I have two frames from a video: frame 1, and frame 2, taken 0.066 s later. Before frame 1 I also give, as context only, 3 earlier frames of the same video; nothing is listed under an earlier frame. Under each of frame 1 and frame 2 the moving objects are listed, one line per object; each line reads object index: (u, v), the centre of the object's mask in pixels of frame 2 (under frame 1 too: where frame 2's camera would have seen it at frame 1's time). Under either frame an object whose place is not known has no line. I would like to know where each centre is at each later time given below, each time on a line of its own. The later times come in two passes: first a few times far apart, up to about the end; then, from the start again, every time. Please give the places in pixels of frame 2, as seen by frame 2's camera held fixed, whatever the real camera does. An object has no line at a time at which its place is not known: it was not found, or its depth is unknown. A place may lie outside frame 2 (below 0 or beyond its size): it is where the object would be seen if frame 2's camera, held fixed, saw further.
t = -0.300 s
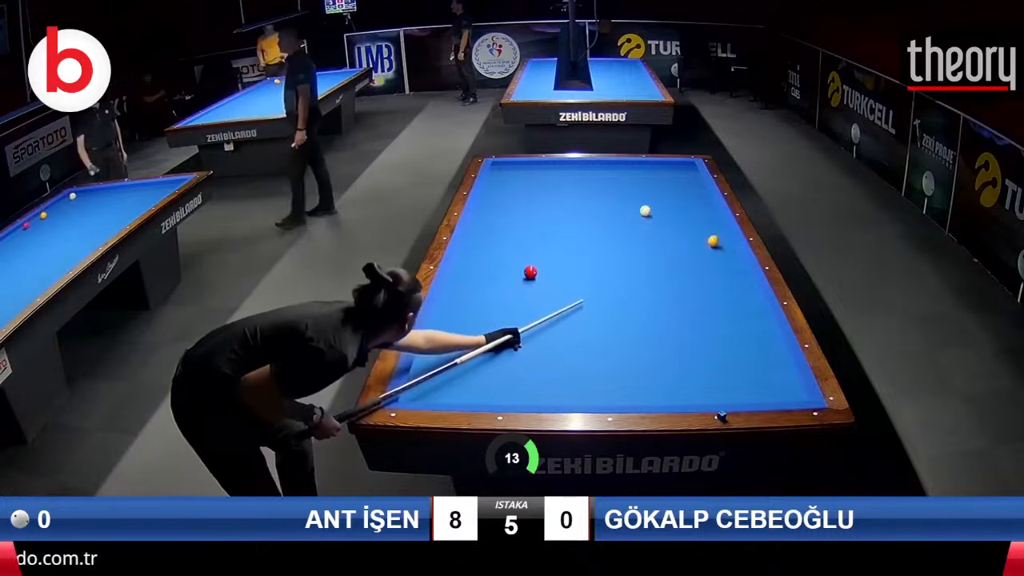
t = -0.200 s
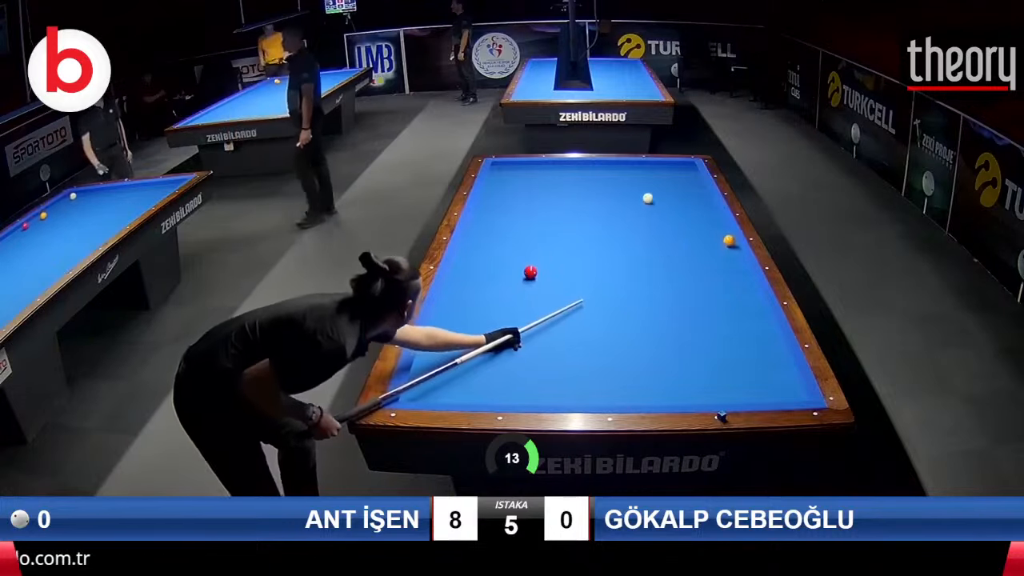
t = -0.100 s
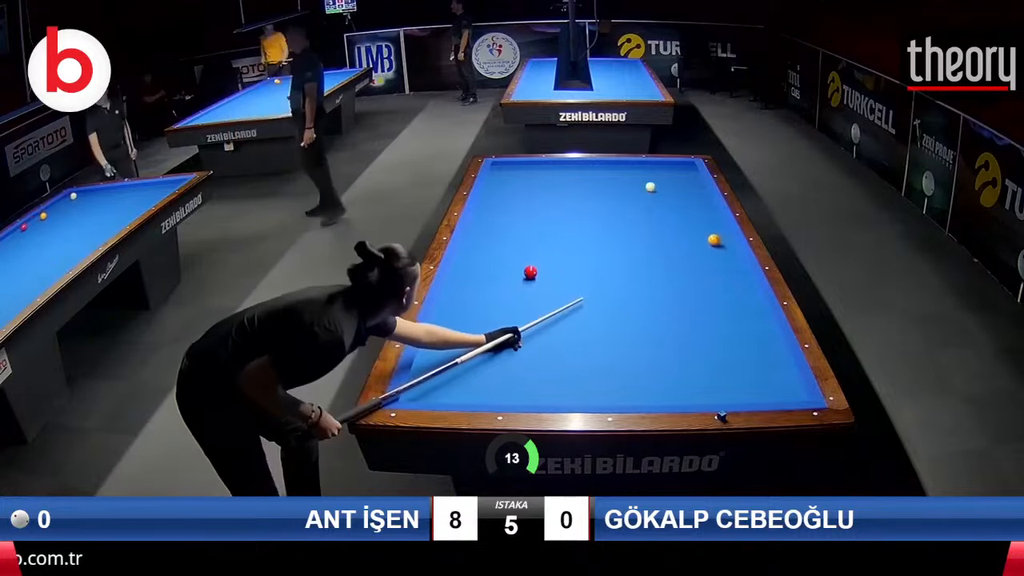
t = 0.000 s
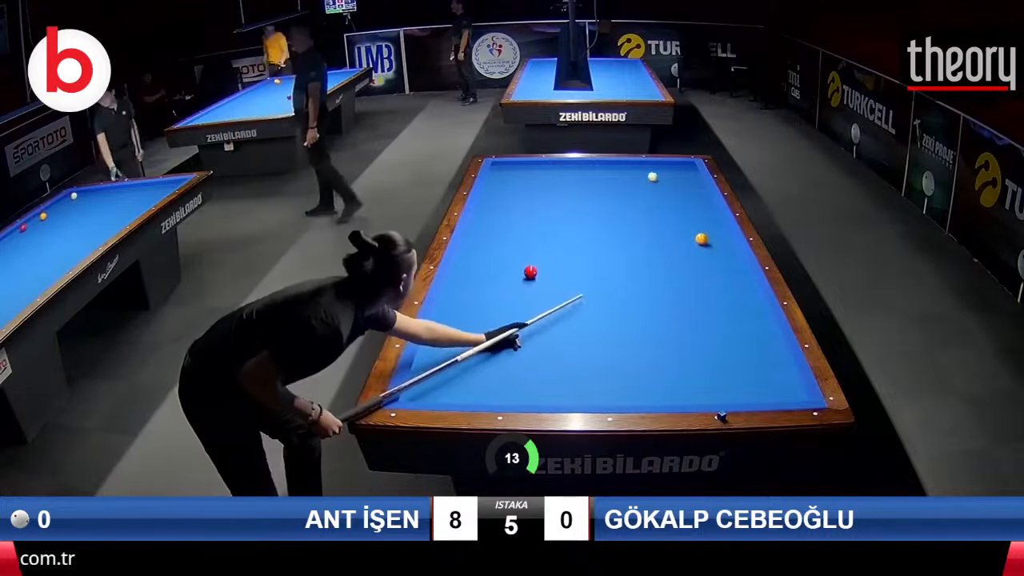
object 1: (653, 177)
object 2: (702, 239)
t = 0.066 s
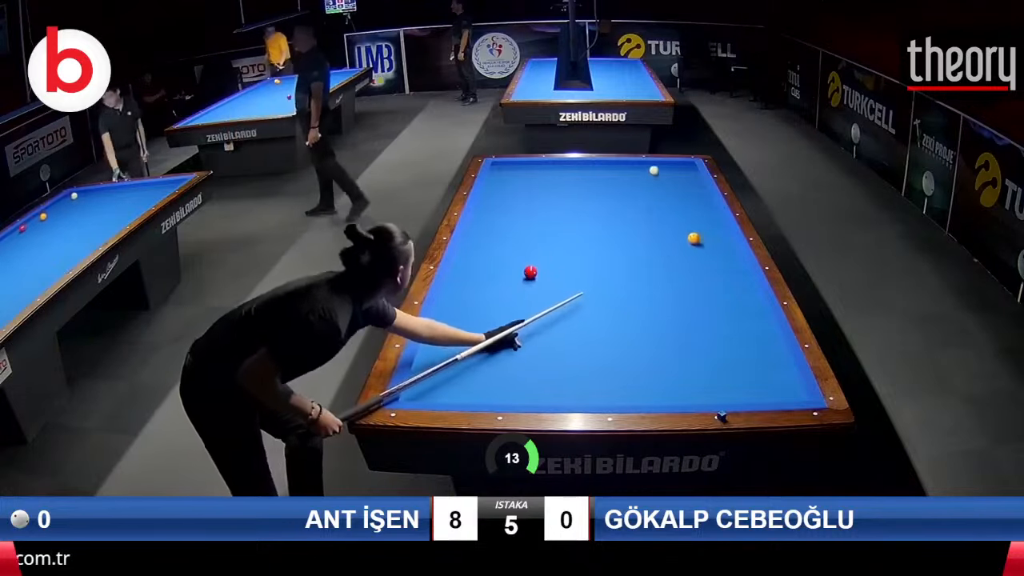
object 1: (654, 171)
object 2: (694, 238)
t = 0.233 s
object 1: (666, 167)
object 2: (675, 237)
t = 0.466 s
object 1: (700, 185)
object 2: (649, 236)
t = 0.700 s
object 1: (692, 197)
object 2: (623, 234)
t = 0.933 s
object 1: (682, 209)
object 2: (598, 232)
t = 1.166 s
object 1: (670, 224)
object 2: (573, 231)
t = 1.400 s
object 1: (657, 239)
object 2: (549, 230)
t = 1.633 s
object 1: (642, 256)
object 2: (526, 228)
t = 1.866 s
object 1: (626, 275)
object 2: (504, 227)
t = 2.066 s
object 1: (611, 293)
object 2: (486, 226)
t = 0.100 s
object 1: (654, 168)
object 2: (690, 238)
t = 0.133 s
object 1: (655, 165)
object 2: (686, 238)
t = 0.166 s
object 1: (656, 163)
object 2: (683, 238)
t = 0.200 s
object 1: (661, 165)
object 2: (679, 238)
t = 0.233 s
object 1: (666, 167)
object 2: (675, 237)
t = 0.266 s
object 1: (670, 170)
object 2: (672, 237)
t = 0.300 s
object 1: (675, 173)
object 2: (668, 237)
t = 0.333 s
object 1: (680, 175)
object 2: (664, 237)
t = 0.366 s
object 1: (685, 177)
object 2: (660, 236)
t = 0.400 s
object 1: (690, 180)
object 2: (656, 236)
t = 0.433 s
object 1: (695, 182)
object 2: (653, 236)
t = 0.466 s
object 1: (700, 185)
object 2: (649, 236)
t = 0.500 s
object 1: (702, 186)
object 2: (646, 235)
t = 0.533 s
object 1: (700, 188)
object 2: (642, 235)
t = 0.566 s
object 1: (698, 190)
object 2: (638, 235)
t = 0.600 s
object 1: (697, 192)
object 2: (634, 235)
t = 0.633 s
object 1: (695, 193)
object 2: (630, 234)
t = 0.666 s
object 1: (693, 195)
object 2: (627, 234)
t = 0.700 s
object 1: (692, 197)
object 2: (623, 234)
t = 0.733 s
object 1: (690, 199)
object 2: (620, 234)
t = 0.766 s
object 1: (689, 200)
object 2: (616, 233)
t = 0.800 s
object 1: (688, 202)
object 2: (612, 233)
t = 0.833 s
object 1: (686, 204)
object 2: (608, 233)
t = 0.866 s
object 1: (684, 206)
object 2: (605, 233)
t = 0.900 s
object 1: (683, 208)
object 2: (601, 232)
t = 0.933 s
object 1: (682, 209)
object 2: (598, 232)
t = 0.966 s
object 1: (680, 211)
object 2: (594, 232)
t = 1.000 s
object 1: (678, 213)
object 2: (591, 232)
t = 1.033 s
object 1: (677, 215)
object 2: (587, 232)
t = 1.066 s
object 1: (675, 217)
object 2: (584, 232)
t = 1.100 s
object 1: (673, 219)
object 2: (580, 231)
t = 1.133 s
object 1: (672, 221)
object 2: (577, 231)
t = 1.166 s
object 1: (670, 224)
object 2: (573, 231)
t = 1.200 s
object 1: (668, 226)
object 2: (570, 231)
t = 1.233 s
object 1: (666, 228)
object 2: (566, 230)
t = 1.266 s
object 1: (664, 230)
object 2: (563, 230)
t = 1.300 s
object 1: (663, 232)
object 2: (559, 230)
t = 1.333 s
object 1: (660, 234)
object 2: (556, 230)
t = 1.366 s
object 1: (659, 237)
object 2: (553, 230)
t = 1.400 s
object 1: (657, 239)
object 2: (549, 230)
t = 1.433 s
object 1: (655, 241)
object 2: (546, 229)
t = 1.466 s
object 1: (653, 244)
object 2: (543, 229)
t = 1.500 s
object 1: (651, 246)
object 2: (539, 229)
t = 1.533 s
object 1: (649, 248)
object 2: (536, 229)
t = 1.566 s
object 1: (646, 251)
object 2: (533, 229)
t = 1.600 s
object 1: (644, 254)
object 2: (530, 229)
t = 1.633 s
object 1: (642, 256)
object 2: (526, 228)
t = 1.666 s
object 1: (640, 259)
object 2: (523, 228)
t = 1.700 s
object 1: (638, 262)
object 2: (520, 228)
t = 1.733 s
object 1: (635, 264)
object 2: (516, 228)
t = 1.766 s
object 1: (633, 267)
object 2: (514, 228)
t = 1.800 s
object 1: (631, 270)
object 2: (510, 228)
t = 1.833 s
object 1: (629, 272)
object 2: (507, 227)
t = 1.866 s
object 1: (626, 275)
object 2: (504, 227)
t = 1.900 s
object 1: (624, 278)
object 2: (501, 227)
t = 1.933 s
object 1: (621, 281)
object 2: (498, 227)
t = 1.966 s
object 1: (619, 284)
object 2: (495, 227)
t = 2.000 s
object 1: (616, 287)
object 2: (492, 227)
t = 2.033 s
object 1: (613, 290)
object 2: (489, 226)
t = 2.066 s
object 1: (611, 293)
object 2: (486, 226)
